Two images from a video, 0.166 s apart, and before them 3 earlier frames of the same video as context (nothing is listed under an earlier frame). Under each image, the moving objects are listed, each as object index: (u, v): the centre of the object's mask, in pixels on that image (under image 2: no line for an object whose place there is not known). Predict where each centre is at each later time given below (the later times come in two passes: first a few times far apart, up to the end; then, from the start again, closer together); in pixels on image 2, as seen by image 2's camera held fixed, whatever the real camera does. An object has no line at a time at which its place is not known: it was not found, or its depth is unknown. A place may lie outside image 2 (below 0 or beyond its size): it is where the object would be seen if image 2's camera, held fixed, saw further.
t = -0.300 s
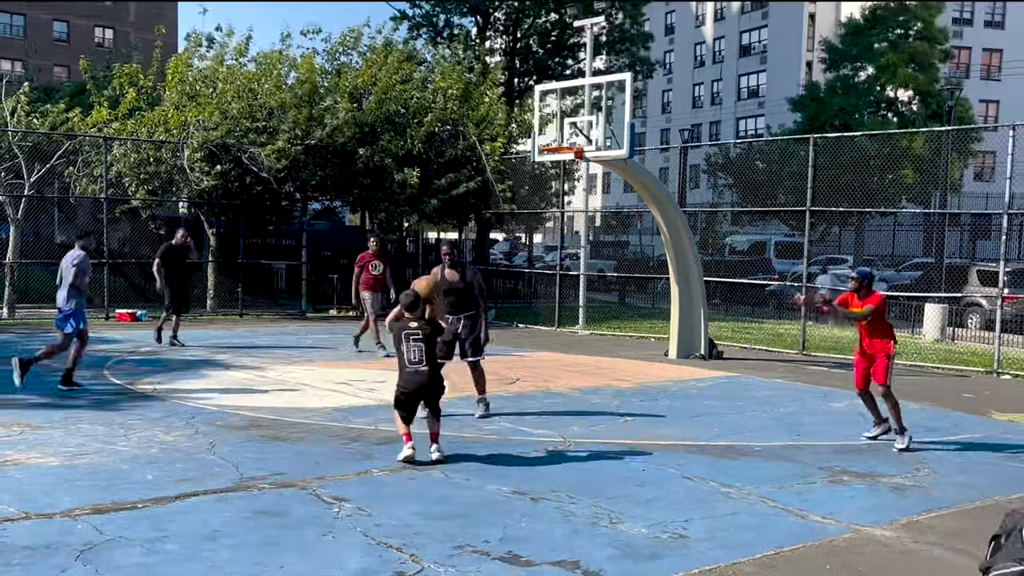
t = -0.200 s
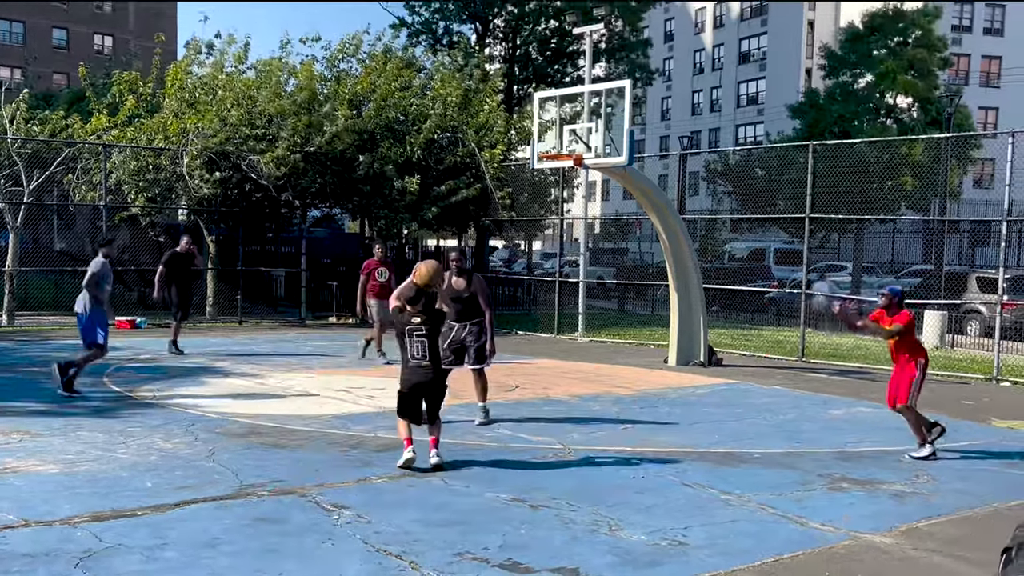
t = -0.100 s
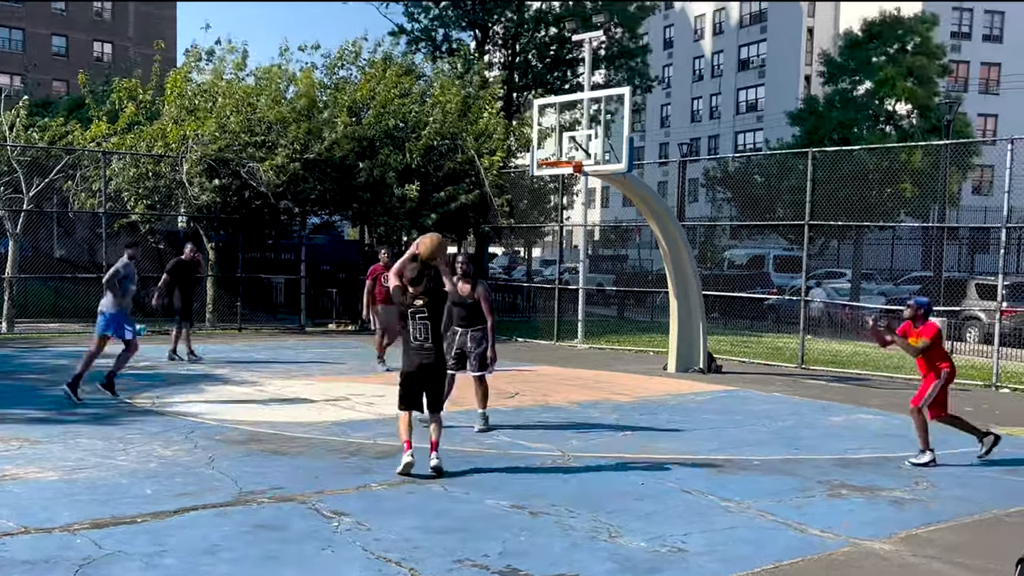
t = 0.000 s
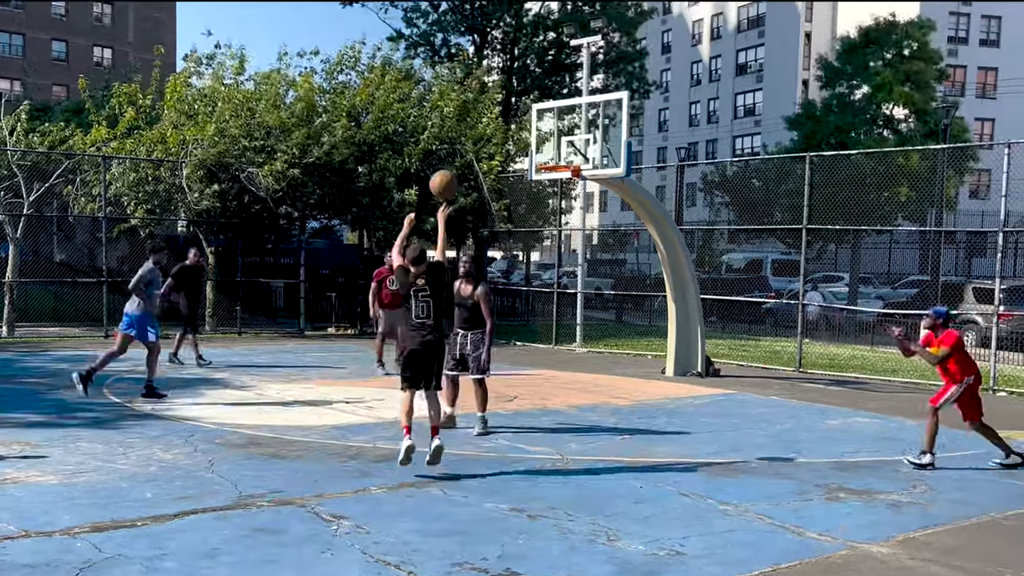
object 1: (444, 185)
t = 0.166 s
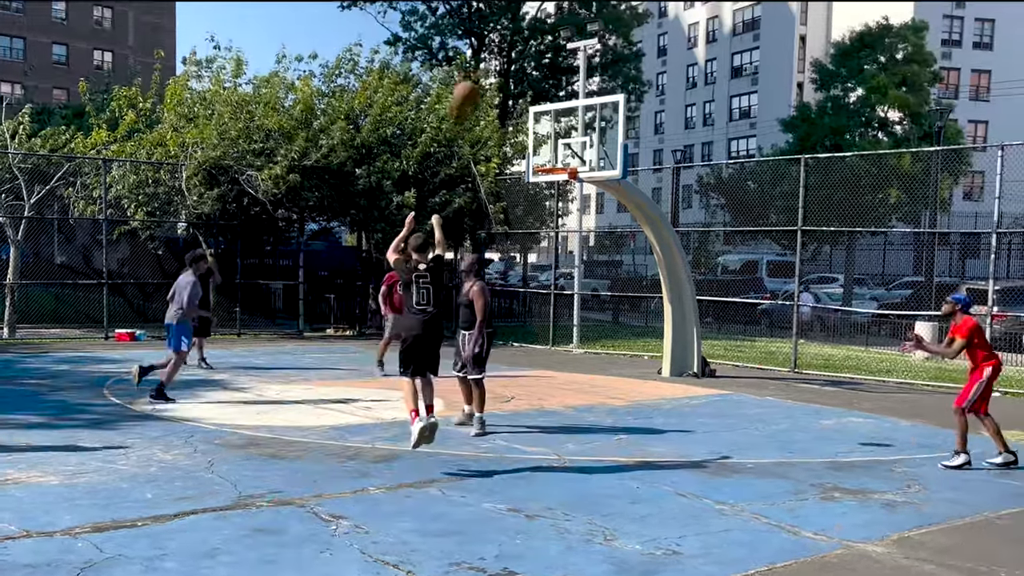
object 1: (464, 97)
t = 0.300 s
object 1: (479, 53)
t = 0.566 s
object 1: (506, 29)
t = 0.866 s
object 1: (529, 72)
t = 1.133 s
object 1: (543, 158)
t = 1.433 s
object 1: (609, 248)
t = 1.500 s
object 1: (626, 276)
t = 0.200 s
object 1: (468, 81)
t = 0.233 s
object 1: (472, 70)
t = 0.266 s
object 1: (476, 63)
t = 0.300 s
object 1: (479, 53)
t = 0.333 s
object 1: (483, 46)
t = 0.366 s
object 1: (487, 39)
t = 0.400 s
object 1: (489, 37)
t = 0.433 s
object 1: (493, 33)
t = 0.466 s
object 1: (497, 29)
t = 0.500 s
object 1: (500, 28)
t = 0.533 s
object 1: (504, 28)
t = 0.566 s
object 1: (506, 29)
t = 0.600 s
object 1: (507, 30)
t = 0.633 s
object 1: (509, 32)
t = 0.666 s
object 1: (513, 36)
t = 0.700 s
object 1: (515, 40)
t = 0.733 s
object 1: (518, 44)
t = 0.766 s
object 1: (520, 51)
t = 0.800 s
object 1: (524, 58)
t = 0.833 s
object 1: (525, 66)
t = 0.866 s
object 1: (529, 72)
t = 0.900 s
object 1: (530, 83)
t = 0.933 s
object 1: (531, 92)
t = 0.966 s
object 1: (534, 100)
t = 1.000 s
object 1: (535, 111)
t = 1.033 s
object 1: (538, 122)
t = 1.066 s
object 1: (540, 134)
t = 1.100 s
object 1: (541, 146)
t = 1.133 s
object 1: (543, 158)
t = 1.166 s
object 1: (545, 170)
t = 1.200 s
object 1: (554, 176)
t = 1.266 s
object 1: (570, 192)
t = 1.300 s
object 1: (576, 202)
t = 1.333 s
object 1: (586, 213)
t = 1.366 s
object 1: (596, 223)
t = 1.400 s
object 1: (603, 234)
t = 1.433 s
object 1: (609, 248)
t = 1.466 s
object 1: (619, 262)
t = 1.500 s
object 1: (626, 276)
